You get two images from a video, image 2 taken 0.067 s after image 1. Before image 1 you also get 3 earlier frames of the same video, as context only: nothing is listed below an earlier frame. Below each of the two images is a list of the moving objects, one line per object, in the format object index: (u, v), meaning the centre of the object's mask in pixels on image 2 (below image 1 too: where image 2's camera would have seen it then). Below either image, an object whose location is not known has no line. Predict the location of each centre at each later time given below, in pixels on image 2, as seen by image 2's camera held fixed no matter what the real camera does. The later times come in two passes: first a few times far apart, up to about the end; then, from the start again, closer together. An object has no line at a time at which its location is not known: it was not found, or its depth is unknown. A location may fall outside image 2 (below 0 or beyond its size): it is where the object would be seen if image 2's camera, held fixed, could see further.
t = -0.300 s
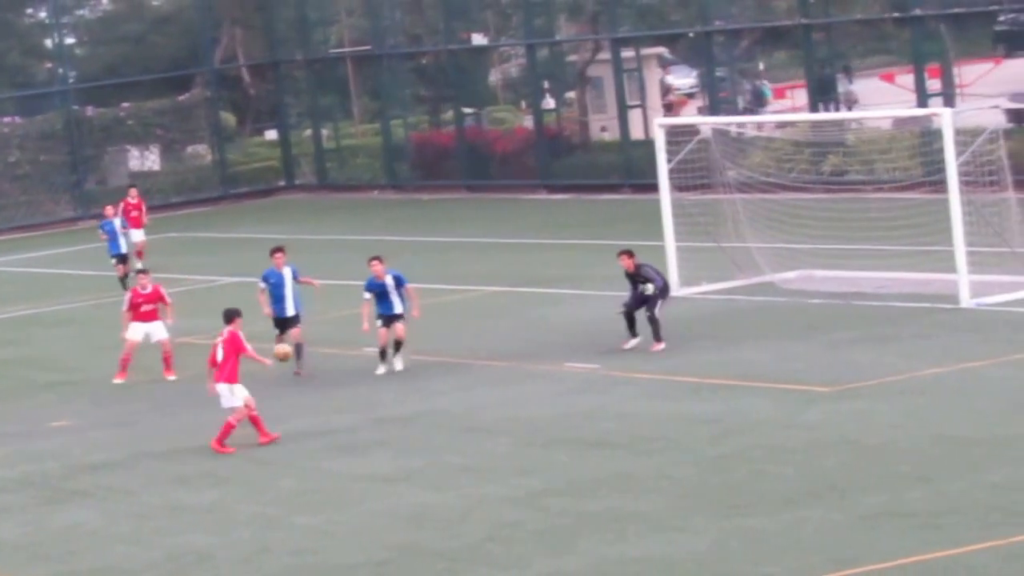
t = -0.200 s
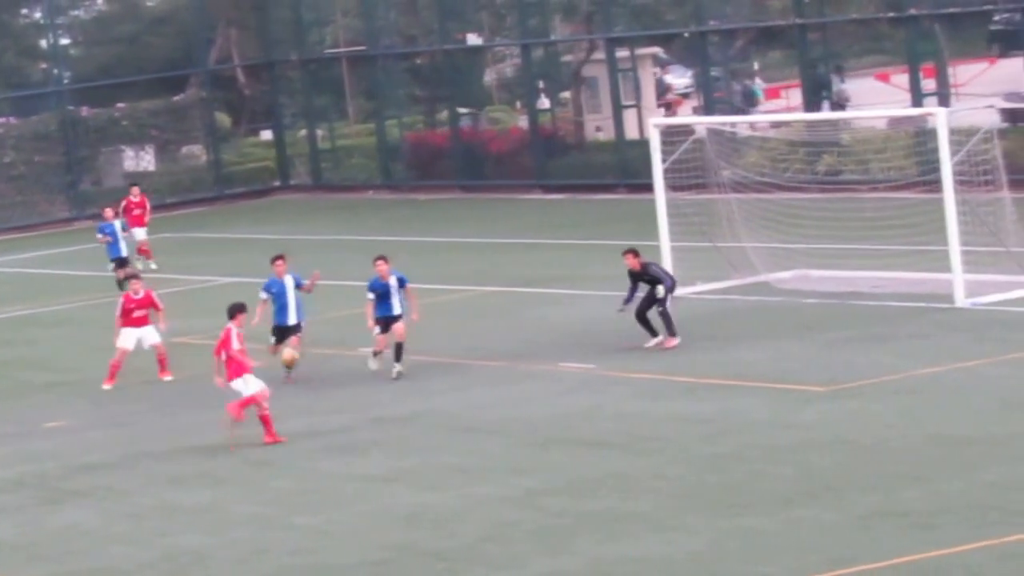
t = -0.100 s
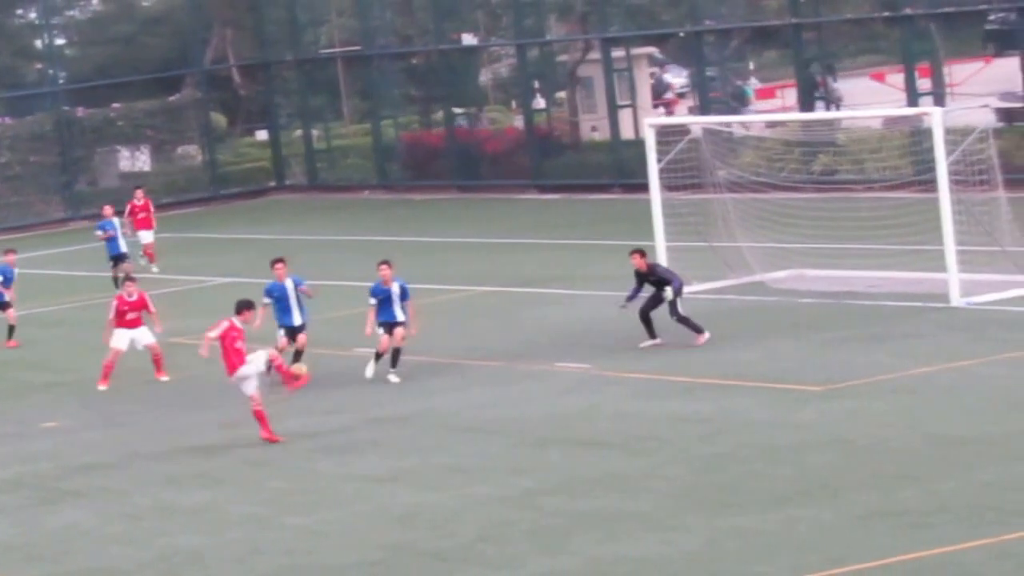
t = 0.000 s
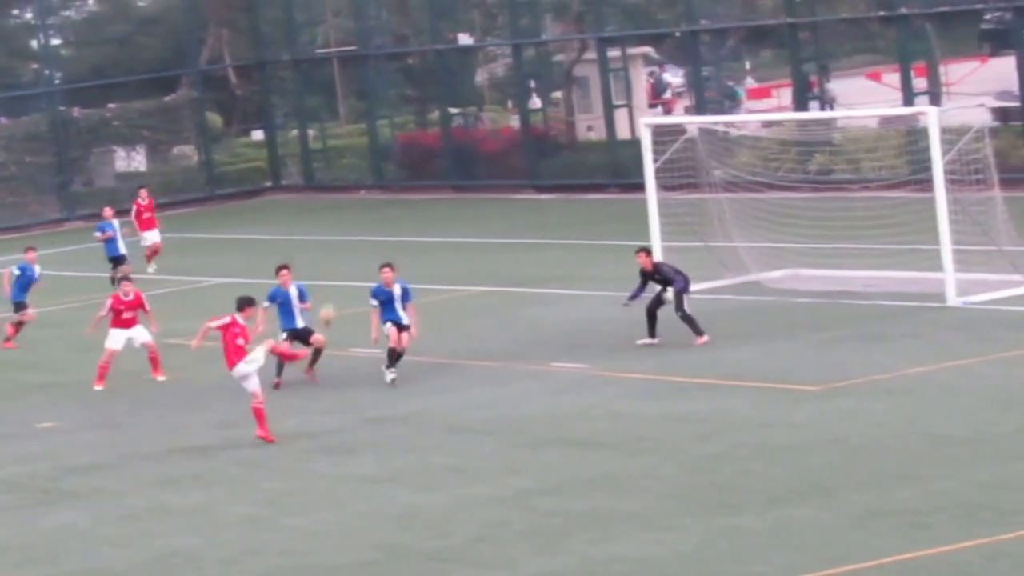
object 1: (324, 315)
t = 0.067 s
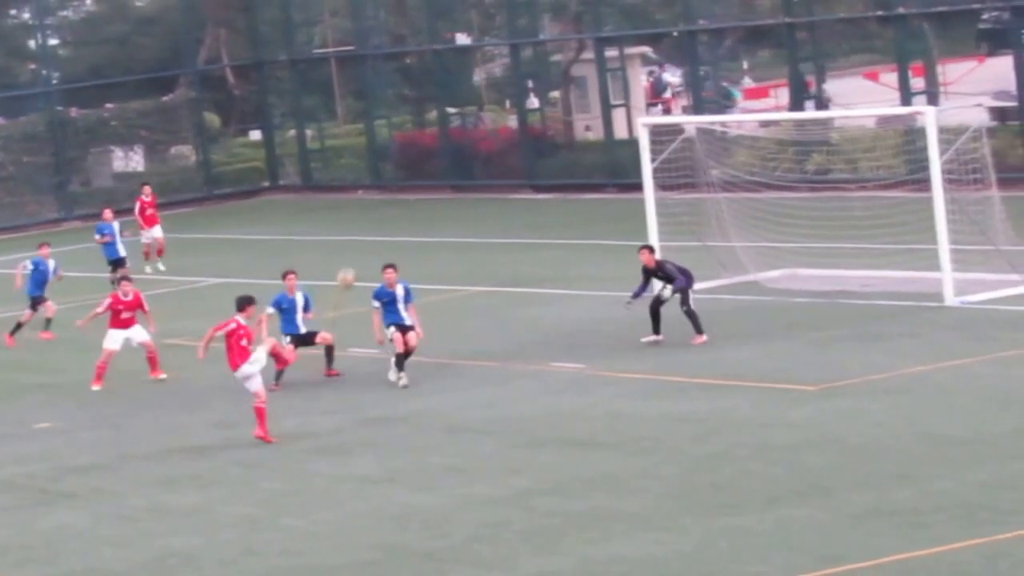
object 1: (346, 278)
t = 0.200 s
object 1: (388, 223)
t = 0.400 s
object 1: (451, 178)
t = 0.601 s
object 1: (514, 171)
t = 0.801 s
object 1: (576, 197)
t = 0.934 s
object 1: (616, 230)
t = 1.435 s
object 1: (706, 171)
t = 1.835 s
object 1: (764, 156)
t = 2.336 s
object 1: (836, 193)
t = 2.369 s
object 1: (839, 189)
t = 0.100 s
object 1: (356, 262)
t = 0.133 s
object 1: (366, 249)
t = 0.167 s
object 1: (378, 234)
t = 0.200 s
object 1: (388, 223)
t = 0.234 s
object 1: (398, 211)
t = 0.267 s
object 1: (409, 202)
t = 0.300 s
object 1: (419, 194)
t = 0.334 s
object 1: (430, 188)
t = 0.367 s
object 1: (441, 182)
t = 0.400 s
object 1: (451, 178)
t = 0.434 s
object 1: (461, 174)
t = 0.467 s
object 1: (472, 172)
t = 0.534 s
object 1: (493, 169)
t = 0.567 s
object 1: (503, 170)
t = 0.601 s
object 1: (514, 171)
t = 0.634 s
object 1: (524, 173)
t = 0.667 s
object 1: (535, 176)
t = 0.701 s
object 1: (545, 181)
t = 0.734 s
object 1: (555, 185)
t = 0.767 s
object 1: (565, 190)
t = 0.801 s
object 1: (576, 197)
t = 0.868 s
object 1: (597, 212)
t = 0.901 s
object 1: (607, 221)
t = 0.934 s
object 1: (616, 230)
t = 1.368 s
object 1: (696, 183)
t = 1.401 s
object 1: (701, 176)
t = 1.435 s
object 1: (706, 171)
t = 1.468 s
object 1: (709, 166)
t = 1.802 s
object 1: (759, 152)
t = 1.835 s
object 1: (764, 156)
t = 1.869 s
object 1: (769, 160)
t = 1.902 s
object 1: (774, 165)
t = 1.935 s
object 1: (779, 169)
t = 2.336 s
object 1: (836, 193)
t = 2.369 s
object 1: (839, 189)
